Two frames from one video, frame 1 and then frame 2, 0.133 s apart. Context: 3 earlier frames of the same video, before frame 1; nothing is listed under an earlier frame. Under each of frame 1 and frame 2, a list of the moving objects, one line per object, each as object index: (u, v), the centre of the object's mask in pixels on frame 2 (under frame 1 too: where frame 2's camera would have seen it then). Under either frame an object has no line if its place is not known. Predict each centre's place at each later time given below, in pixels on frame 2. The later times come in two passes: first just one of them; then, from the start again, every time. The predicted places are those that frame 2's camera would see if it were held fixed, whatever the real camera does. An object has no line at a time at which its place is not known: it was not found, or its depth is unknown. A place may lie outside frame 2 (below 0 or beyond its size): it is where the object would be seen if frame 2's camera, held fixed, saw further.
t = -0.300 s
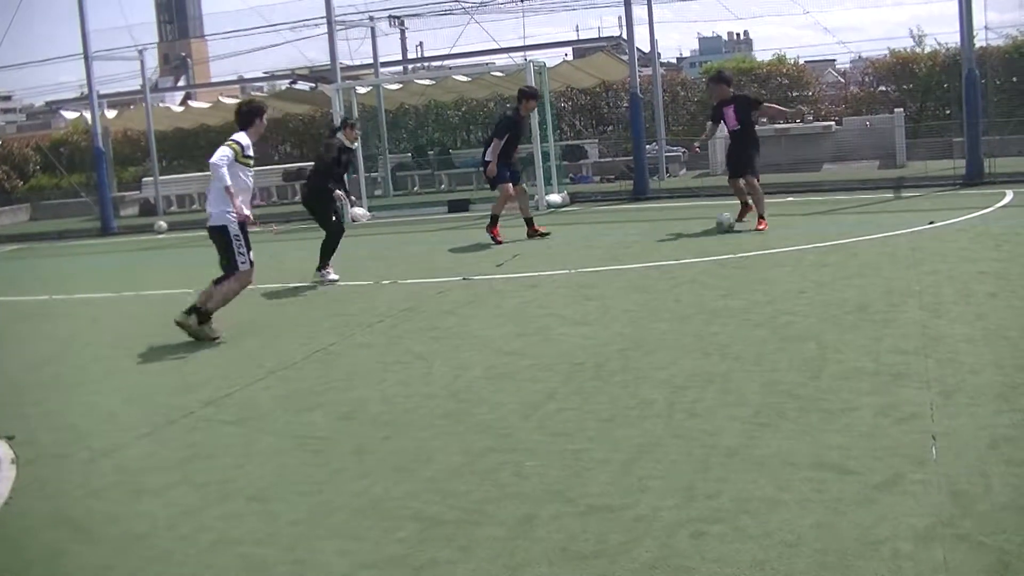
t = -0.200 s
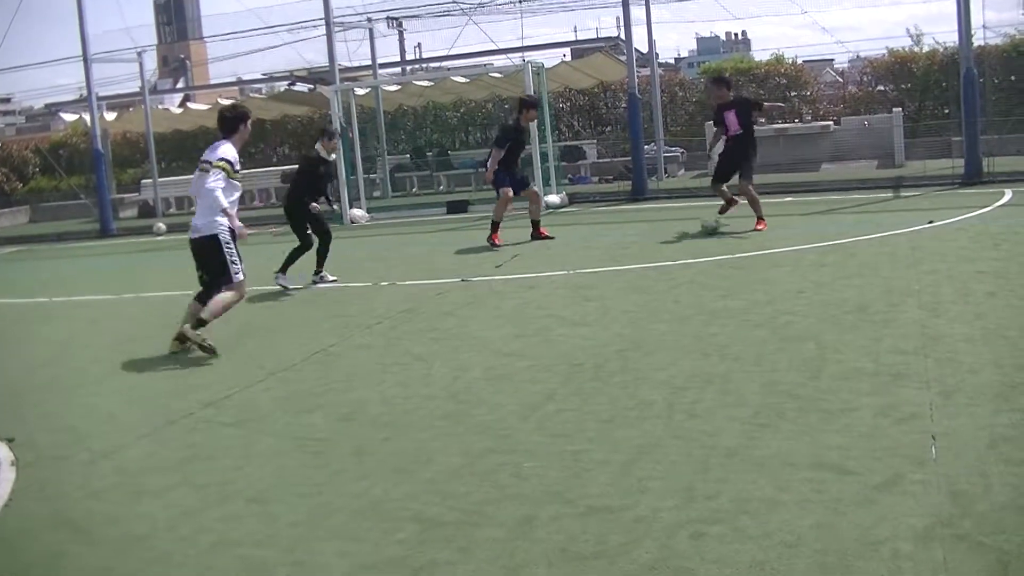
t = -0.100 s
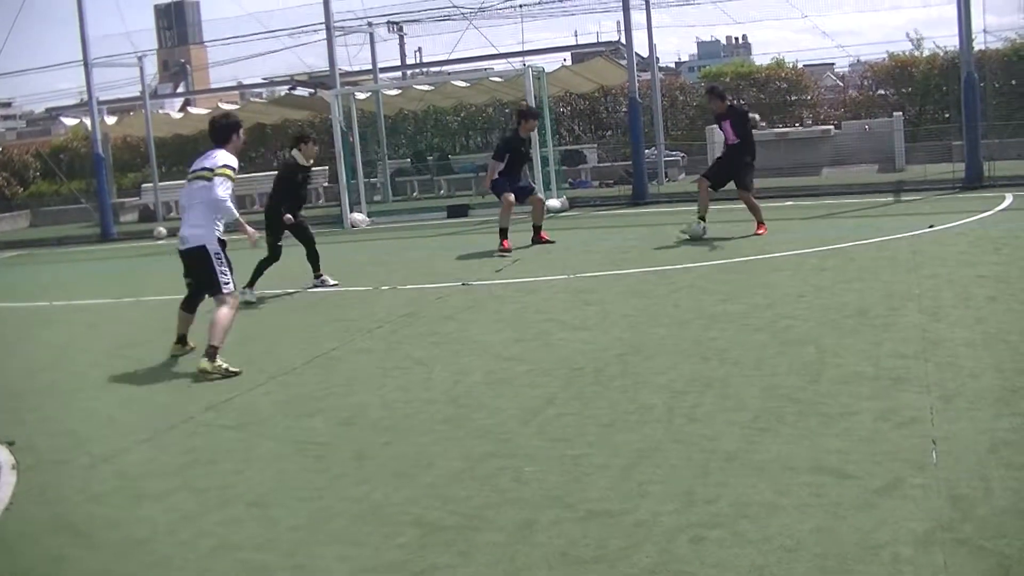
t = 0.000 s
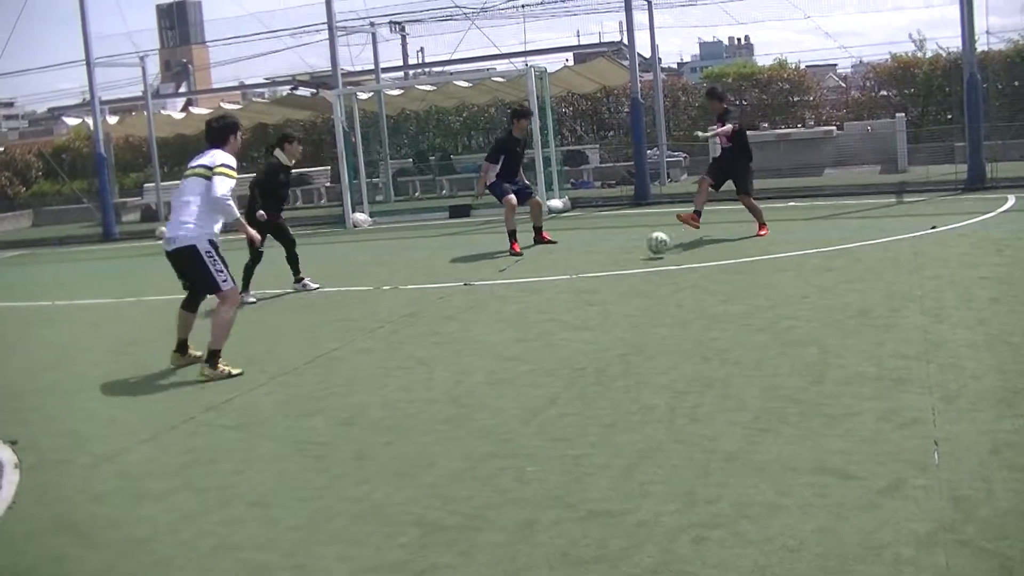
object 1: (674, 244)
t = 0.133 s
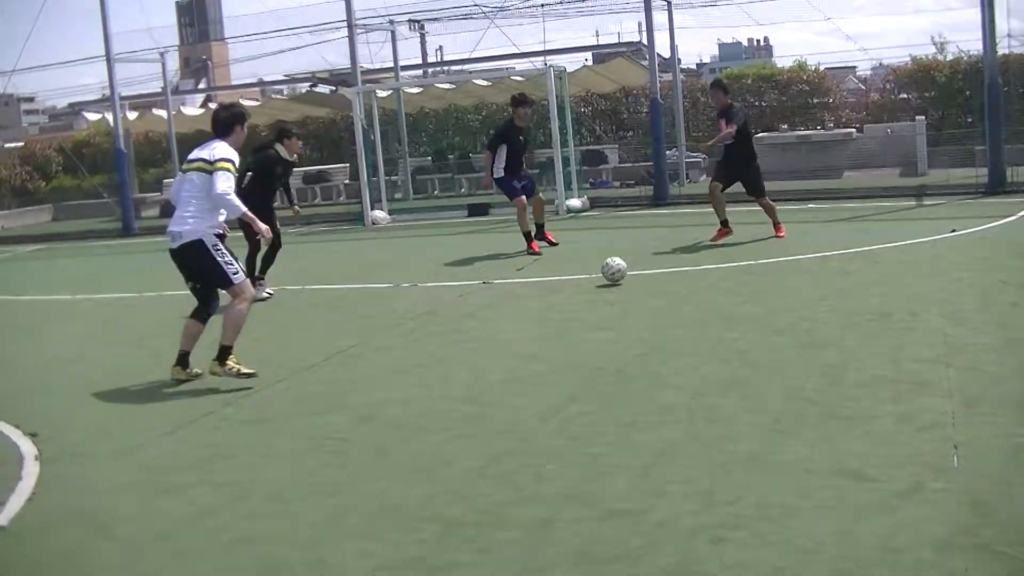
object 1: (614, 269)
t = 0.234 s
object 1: (564, 291)
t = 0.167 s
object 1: (597, 276)
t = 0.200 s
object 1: (580, 285)
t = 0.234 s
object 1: (564, 291)
